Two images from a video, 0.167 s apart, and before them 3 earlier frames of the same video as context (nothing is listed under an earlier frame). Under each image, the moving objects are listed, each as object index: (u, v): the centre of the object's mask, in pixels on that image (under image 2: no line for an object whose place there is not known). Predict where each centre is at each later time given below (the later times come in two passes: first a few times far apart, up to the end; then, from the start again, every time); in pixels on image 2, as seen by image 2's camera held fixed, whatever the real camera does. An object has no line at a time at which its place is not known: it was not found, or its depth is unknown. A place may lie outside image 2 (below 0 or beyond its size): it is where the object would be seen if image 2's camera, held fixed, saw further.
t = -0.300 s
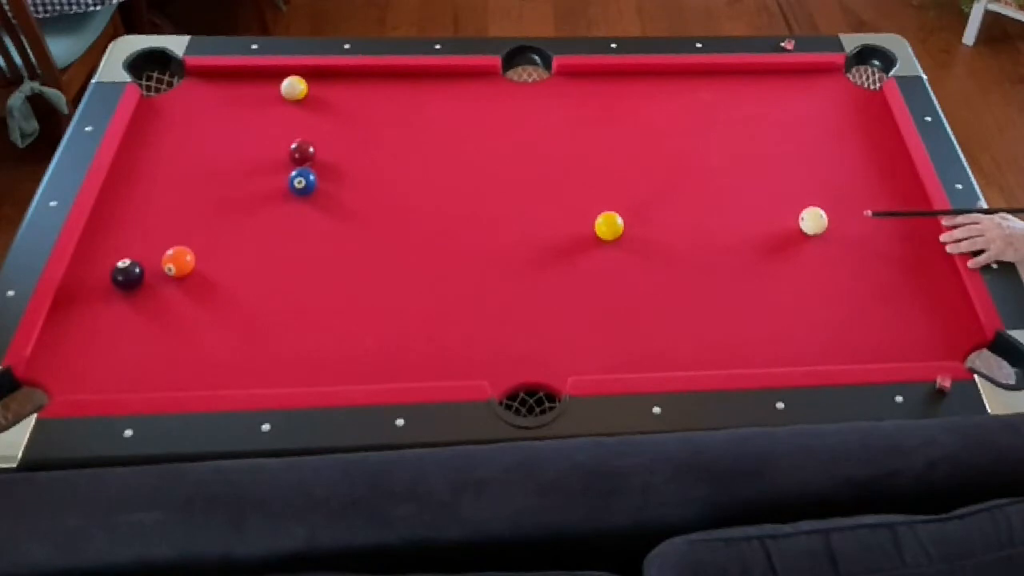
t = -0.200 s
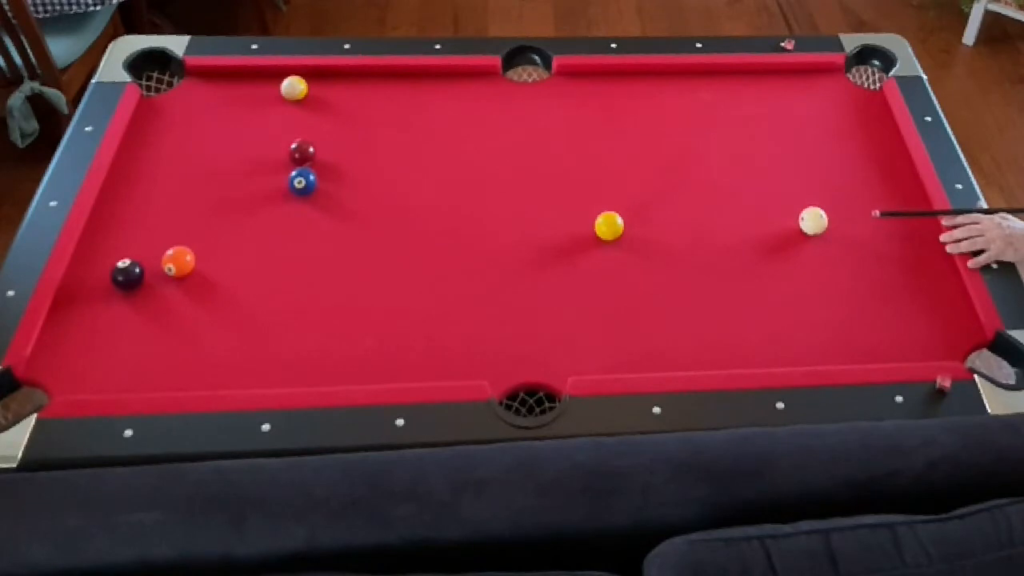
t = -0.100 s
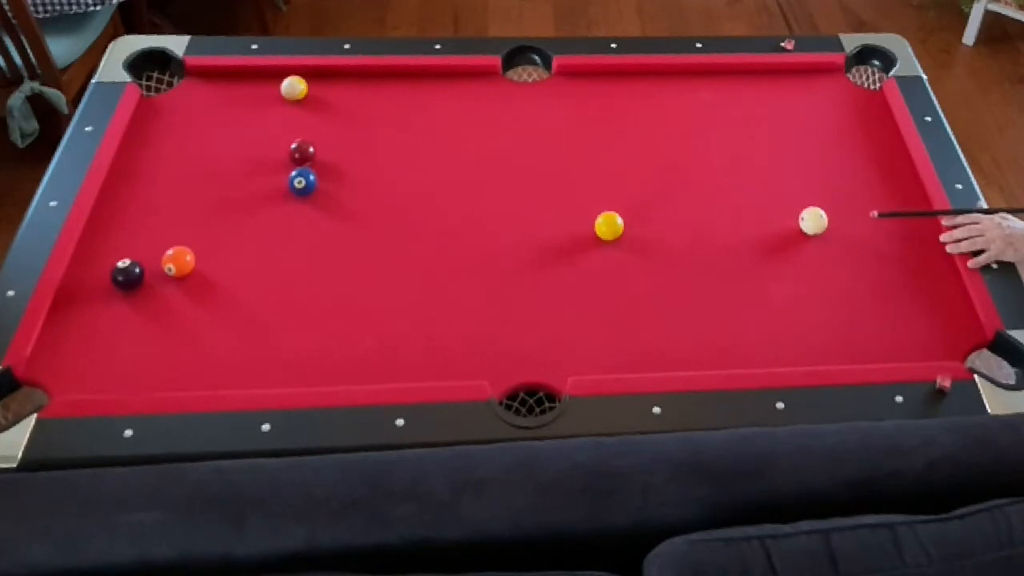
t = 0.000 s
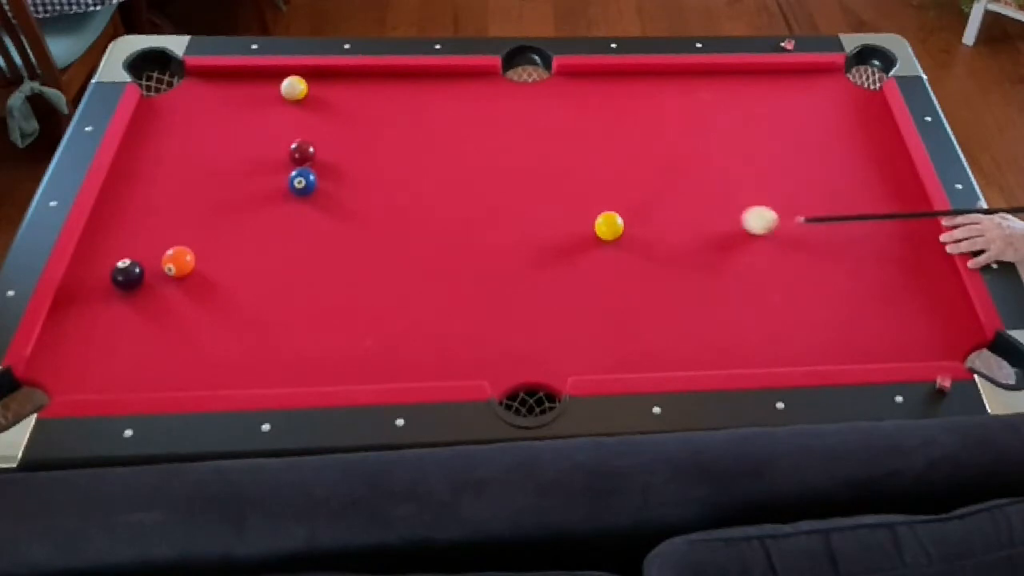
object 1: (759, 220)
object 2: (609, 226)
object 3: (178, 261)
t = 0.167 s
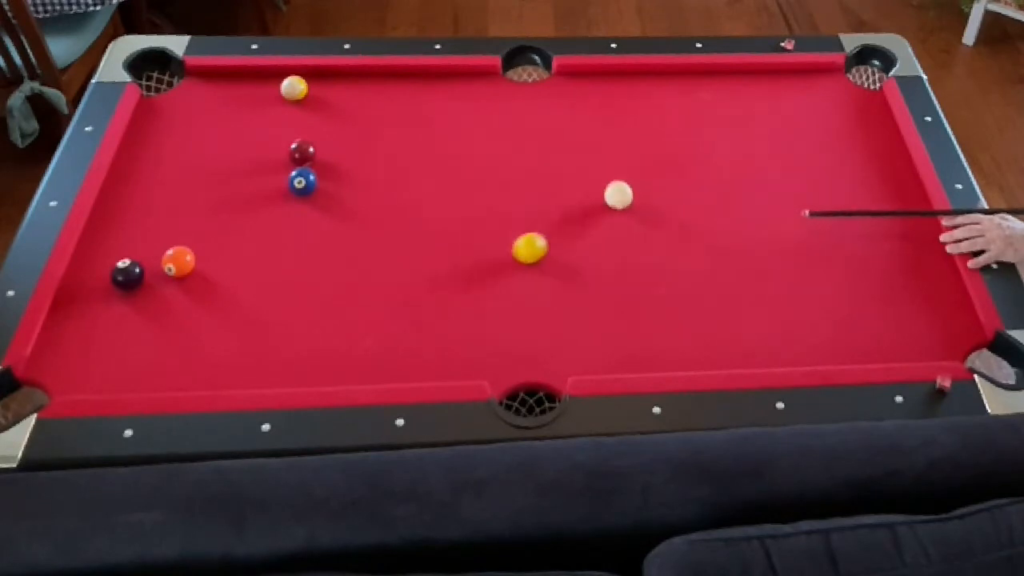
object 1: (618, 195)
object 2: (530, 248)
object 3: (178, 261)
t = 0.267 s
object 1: (586, 170)
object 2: (430, 275)
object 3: (178, 261)
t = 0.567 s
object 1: (482, 108)
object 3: (178, 261)
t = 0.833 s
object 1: (405, 85)
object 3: (178, 261)
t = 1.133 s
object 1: (327, 112)
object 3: (178, 261)
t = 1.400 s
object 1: (256, 136)
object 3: (178, 261)
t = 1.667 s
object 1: (187, 160)
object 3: (178, 261)
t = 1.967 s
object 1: (117, 186)
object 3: (178, 261)
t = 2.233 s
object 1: (140, 204)
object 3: (178, 261)
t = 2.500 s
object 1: (161, 221)
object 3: (178, 261)
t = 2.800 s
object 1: (180, 237)
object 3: (178, 262)
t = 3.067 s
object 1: (192, 240)
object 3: (178, 272)
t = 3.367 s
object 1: (198, 242)
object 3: (178, 279)
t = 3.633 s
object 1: (198, 242)
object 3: (177, 281)
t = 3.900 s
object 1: (198, 242)
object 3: (178, 281)
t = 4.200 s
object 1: (198, 242)
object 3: (177, 281)
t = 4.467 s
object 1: (198, 242)
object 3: (177, 281)
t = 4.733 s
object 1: (198, 242)
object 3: (178, 281)
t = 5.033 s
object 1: (198, 242)
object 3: (178, 281)
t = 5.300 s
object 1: (198, 242)
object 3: (178, 281)
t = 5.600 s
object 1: (198, 242)
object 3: (178, 281)
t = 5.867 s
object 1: (198, 242)
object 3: (178, 281)
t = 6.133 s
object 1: (198, 242)
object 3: (178, 281)
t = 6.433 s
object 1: (198, 242)
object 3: (178, 281)
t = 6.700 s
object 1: (198, 242)
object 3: (178, 281)
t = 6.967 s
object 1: (198, 242)
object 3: (178, 281)
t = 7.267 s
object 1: (198, 242)
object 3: (178, 281)
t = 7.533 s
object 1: (198, 242)
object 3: (178, 281)
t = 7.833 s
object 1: (198, 242)
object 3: (178, 281)
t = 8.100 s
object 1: (198, 242)
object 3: (178, 281)
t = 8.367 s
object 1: (198, 242)
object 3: (178, 281)
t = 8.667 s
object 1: (198, 242)
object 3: (178, 281)
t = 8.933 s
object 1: (198, 242)
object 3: (178, 281)
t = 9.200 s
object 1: (198, 242)
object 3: (178, 281)
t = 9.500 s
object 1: (198, 242)
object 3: (178, 281)
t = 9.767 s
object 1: (198, 242)
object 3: (178, 281)
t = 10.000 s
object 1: (198, 242)
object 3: (178, 281)
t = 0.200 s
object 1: (609, 186)
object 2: (495, 257)
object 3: (178, 261)
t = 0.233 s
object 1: (598, 178)
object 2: (463, 266)
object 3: (178, 261)
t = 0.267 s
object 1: (586, 170)
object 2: (430, 275)
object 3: (178, 261)
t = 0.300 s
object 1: (574, 163)
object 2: (399, 284)
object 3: (178, 261)
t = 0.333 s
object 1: (561, 156)
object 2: (369, 293)
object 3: (178, 261)
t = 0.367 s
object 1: (550, 149)
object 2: (340, 301)
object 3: (178, 261)
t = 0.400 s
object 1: (538, 142)
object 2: (310, 309)
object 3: (178, 261)
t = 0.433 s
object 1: (527, 135)
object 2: (280, 318)
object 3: (178, 261)
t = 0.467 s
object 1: (515, 128)
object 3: (178, 261)
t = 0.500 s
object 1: (504, 122)
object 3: (178, 261)
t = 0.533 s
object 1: (493, 115)
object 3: (178, 261)
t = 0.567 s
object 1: (482, 108)
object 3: (178, 261)
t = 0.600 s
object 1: (472, 102)
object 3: (178, 261)
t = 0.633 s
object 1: (461, 96)
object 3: (178, 261)
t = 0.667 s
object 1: (451, 90)
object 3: (178, 261)
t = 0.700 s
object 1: (441, 83)
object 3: (178, 261)
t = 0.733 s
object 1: (431, 77)
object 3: (178, 261)
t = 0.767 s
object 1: (422, 77)
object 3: (178, 261)
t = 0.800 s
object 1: (414, 81)
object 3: (178, 261)
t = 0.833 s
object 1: (405, 85)
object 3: (178, 261)
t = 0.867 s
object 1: (396, 88)
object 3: (178, 261)
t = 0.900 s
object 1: (388, 91)
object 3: (178, 261)
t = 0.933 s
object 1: (379, 94)
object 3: (178, 261)
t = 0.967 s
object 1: (370, 97)
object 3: (178, 261)
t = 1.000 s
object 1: (361, 100)
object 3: (178, 261)
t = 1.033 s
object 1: (353, 103)
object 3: (178, 261)
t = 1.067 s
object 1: (344, 106)
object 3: (178, 261)
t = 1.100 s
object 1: (335, 109)
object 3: (178, 261)
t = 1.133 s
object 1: (327, 112)
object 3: (178, 261)
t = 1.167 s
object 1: (318, 115)
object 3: (178, 261)
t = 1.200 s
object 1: (309, 118)
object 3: (178, 261)
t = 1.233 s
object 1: (300, 121)
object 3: (178, 261)
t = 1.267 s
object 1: (292, 124)
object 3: (178, 261)
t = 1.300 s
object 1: (283, 127)
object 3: (178, 261)
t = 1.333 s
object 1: (274, 130)
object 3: (178, 261)
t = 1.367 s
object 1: (265, 133)
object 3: (178, 261)
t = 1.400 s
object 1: (256, 136)
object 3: (178, 261)
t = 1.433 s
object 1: (248, 139)
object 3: (178, 261)
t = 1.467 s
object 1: (239, 142)
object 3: (178, 261)
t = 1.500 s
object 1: (230, 145)
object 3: (178, 261)
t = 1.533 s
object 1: (221, 148)
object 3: (178, 261)
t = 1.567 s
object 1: (213, 151)
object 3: (178, 261)
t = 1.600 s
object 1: (204, 154)
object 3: (178, 261)
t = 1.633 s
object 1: (196, 157)
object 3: (178, 261)
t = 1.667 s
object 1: (187, 160)
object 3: (178, 261)
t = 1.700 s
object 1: (178, 163)
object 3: (178, 261)
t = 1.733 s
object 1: (170, 166)
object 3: (178, 261)
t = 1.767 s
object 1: (161, 169)
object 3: (178, 261)
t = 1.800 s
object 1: (153, 172)
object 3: (178, 261)
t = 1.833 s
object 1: (144, 175)
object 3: (178, 261)
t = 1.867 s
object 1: (136, 178)
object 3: (178, 261)
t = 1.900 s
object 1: (127, 181)
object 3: (178, 261)
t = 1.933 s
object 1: (119, 184)
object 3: (178, 261)
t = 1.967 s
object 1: (117, 186)
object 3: (178, 261)
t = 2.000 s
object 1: (121, 189)
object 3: (178, 261)
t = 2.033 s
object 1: (124, 191)
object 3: (178, 261)
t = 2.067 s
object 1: (126, 193)
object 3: (178, 261)
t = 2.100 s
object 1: (130, 195)
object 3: (178, 261)
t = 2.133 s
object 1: (133, 197)
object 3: (178, 261)
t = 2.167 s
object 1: (135, 200)
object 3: (178, 261)
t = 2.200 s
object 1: (138, 202)
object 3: (178, 261)
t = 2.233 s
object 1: (140, 204)
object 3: (178, 261)
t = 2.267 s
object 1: (143, 206)
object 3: (178, 261)
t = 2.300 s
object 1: (146, 209)
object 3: (178, 261)
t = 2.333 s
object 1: (149, 211)
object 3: (178, 261)
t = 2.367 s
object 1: (151, 213)
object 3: (178, 261)
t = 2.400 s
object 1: (154, 215)
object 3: (178, 261)
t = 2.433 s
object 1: (156, 217)
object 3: (178, 261)
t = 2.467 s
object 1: (158, 219)
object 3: (178, 261)
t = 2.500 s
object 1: (161, 221)
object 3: (178, 261)
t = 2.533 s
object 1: (163, 223)
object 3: (178, 261)
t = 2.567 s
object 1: (165, 226)
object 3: (178, 261)
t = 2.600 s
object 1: (168, 227)
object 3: (178, 261)
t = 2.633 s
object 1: (170, 229)
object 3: (178, 261)
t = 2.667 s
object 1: (172, 231)
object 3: (178, 261)
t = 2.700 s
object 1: (174, 232)
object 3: (178, 261)
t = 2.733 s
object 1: (177, 234)
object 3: (178, 261)
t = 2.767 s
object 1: (178, 236)
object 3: (178, 262)
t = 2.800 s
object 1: (180, 237)
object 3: (178, 262)
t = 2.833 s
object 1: (182, 237)
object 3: (178, 263)
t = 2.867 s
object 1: (184, 238)
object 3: (178, 264)
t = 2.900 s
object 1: (185, 238)
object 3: (178, 266)
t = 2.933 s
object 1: (187, 238)
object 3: (178, 267)
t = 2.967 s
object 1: (189, 239)
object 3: (178, 268)
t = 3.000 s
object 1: (190, 239)
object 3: (178, 269)
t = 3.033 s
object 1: (191, 240)
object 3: (178, 271)
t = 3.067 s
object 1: (192, 240)
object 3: (178, 272)
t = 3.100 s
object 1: (193, 241)
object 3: (178, 273)
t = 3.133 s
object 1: (194, 241)
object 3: (178, 274)
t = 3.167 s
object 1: (195, 241)
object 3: (178, 275)
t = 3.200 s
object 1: (196, 241)
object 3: (178, 275)
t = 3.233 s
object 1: (196, 241)
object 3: (178, 276)
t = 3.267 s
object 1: (197, 241)
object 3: (178, 277)
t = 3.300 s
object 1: (197, 241)
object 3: (178, 277)
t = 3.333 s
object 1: (198, 242)
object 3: (178, 278)
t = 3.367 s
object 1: (198, 242)
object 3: (178, 279)
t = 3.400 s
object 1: (198, 242)
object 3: (178, 279)
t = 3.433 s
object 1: (198, 242)
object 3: (178, 279)
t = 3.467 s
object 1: (198, 242)
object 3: (178, 280)
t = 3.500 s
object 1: (198, 242)
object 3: (178, 280)
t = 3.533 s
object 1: (198, 242)
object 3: (178, 281)
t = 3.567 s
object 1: (198, 242)
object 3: (177, 281)
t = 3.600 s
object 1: (198, 242)
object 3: (177, 281)
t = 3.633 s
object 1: (198, 242)
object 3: (177, 281)
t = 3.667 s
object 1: (198, 242)
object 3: (177, 281)
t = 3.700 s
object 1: (198, 242)
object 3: (177, 281)
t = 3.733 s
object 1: (198, 242)
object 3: (178, 281)
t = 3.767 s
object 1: (198, 242)
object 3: (178, 281)
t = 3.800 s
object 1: (198, 242)
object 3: (178, 281)
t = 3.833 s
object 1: (198, 242)
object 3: (178, 281)
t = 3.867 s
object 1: (198, 242)
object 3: (178, 281)
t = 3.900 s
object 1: (198, 242)
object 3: (178, 281)
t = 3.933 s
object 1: (198, 242)
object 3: (177, 281)
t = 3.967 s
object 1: (198, 242)
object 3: (177, 281)
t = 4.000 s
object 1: (198, 242)
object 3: (177, 281)
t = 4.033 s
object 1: (198, 242)
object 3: (177, 281)
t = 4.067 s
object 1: (198, 242)
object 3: (177, 281)
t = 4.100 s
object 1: (198, 242)
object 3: (177, 281)
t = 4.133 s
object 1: (198, 242)
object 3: (177, 281)
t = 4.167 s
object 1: (198, 242)
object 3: (177, 281)
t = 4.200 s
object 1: (198, 242)
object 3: (177, 281)
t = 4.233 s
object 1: (198, 242)
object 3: (177, 281)
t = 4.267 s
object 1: (198, 242)
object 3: (177, 281)
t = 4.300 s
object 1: (198, 242)
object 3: (177, 281)
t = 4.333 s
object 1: (198, 242)
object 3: (177, 281)
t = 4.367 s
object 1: (198, 242)
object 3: (177, 281)
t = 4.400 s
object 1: (198, 242)
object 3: (177, 281)
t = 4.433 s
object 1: (198, 242)
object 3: (177, 281)
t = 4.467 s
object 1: (198, 242)
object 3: (177, 281)
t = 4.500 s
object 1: (198, 242)
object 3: (178, 281)
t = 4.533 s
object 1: (198, 242)
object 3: (177, 281)
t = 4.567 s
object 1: (198, 242)
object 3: (177, 281)
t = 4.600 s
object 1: (198, 242)
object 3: (177, 281)
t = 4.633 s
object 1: (198, 242)
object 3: (178, 281)
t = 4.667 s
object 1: (198, 242)
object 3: (178, 281)
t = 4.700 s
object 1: (198, 242)
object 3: (178, 281)
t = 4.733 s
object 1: (198, 242)
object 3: (178, 281)
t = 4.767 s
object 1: (198, 242)
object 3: (178, 281)
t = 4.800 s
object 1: (198, 242)
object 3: (178, 281)
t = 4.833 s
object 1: (198, 242)
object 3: (178, 281)
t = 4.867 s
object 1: (198, 242)
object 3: (178, 281)
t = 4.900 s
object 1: (198, 242)
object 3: (178, 281)
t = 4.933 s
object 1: (198, 242)
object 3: (178, 281)
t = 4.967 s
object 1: (198, 242)
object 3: (178, 281)
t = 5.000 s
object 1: (198, 242)
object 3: (178, 281)
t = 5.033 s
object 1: (198, 242)
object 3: (178, 281)
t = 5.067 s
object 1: (198, 242)
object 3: (178, 281)
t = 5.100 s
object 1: (198, 242)
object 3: (178, 281)
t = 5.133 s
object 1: (198, 242)
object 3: (178, 281)
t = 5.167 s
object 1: (198, 242)
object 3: (178, 281)
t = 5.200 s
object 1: (198, 242)
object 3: (178, 281)
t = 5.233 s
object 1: (198, 242)
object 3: (178, 281)
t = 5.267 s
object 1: (198, 242)
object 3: (178, 281)
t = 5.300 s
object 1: (198, 242)
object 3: (178, 281)
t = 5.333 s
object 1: (198, 242)
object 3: (178, 281)
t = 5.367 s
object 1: (198, 242)
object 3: (178, 281)
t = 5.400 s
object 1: (198, 242)
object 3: (178, 281)
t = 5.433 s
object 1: (198, 242)
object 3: (178, 281)
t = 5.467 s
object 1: (198, 242)
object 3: (178, 281)
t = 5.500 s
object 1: (198, 242)
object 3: (178, 281)
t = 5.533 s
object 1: (198, 242)
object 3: (178, 281)
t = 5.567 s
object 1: (198, 242)
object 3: (178, 281)
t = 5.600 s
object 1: (198, 242)
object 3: (178, 281)
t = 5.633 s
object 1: (198, 242)
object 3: (178, 281)
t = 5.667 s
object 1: (198, 242)
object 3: (178, 281)
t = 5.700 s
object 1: (198, 242)
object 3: (178, 281)
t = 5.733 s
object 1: (198, 242)
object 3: (178, 281)
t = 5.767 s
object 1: (198, 242)
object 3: (178, 281)
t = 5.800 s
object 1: (198, 242)
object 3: (178, 281)
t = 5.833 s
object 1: (198, 242)
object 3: (178, 281)
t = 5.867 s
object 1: (198, 242)
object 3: (178, 281)
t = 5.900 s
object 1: (198, 242)
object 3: (178, 281)
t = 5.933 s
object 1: (198, 242)
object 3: (178, 281)
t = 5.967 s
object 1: (198, 242)
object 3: (178, 281)
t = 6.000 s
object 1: (198, 242)
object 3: (178, 281)
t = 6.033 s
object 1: (198, 242)
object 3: (178, 281)
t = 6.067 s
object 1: (198, 242)
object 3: (178, 281)
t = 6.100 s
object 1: (198, 242)
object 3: (178, 281)
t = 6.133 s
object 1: (198, 242)
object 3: (178, 281)
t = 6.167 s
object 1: (198, 242)
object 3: (178, 281)
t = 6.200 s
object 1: (198, 242)
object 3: (178, 281)
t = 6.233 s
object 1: (198, 242)
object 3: (178, 281)
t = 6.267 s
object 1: (198, 242)
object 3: (178, 281)
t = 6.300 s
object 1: (198, 242)
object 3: (178, 281)
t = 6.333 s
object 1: (198, 242)
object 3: (178, 281)
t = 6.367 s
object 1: (198, 242)
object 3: (178, 281)
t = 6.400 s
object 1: (198, 242)
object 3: (178, 281)
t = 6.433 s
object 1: (198, 242)
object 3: (178, 281)
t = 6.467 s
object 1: (198, 242)
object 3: (178, 281)
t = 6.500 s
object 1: (198, 242)
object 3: (178, 281)
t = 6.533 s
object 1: (198, 242)
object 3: (178, 281)
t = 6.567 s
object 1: (198, 242)
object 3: (178, 281)
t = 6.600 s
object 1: (198, 242)
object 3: (178, 281)
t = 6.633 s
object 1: (198, 242)
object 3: (178, 281)
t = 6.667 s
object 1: (198, 242)
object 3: (178, 281)
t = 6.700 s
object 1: (198, 242)
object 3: (178, 281)
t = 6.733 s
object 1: (198, 242)
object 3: (178, 281)
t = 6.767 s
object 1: (198, 242)
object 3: (178, 281)
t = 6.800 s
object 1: (198, 242)
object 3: (178, 281)
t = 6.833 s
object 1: (198, 242)
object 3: (178, 281)
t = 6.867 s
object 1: (198, 242)
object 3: (178, 281)
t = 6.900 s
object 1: (198, 242)
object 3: (178, 281)
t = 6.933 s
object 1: (198, 242)
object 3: (178, 281)
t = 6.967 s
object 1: (198, 242)
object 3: (178, 281)
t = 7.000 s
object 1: (198, 242)
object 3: (178, 281)
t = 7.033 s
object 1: (198, 242)
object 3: (178, 281)
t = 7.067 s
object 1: (198, 242)
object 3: (178, 281)
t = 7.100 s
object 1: (198, 242)
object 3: (178, 281)
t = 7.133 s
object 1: (198, 242)
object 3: (178, 281)
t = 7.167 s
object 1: (198, 242)
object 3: (178, 281)
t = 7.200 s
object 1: (198, 242)
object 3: (178, 281)
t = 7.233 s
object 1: (198, 242)
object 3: (178, 281)
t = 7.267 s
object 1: (198, 242)
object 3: (178, 281)
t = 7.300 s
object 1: (198, 242)
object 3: (178, 281)
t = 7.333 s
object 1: (198, 242)
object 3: (178, 281)
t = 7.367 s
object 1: (198, 242)
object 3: (178, 281)
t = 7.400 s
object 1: (198, 242)
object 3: (178, 281)
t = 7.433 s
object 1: (198, 242)
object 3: (178, 281)
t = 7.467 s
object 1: (198, 242)
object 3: (178, 281)
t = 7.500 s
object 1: (198, 242)
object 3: (178, 281)
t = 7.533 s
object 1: (198, 242)
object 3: (178, 281)
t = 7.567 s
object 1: (198, 242)
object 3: (178, 281)
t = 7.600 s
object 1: (198, 242)
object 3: (178, 281)
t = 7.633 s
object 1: (198, 242)
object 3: (178, 281)
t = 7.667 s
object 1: (198, 242)
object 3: (178, 281)
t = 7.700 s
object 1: (198, 242)
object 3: (178, 281)
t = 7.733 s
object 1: (198, 242)
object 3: (178, 281)
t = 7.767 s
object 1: (198, 242)
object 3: (178, 281)
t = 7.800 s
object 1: (198, 242)
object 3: (178, 281)
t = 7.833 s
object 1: (198, 242)
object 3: (178, 281)
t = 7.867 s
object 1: (198, 242)
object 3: (178, 281)
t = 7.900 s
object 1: (198, 242)
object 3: (178, 281)
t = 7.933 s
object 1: (198, 242)
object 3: (178, 281)
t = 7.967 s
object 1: (198, 242)
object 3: (178, 281)
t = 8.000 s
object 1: (199, 242)
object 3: (178, 281)
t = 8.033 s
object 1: (198, 242)
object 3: (178, 281)
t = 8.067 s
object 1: (198, 242)
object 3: (178, 281)
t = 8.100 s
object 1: (198, 242)
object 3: (178, 281)
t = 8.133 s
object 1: (198, 242)
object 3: (178, 281)
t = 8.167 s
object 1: (198, 242)
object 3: (178, 281)
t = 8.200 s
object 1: (198, 242)
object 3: (178, 281)
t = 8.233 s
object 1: (198, 242)
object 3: (178, 281)
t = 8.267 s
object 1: (198, 242)
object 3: (178, 281)
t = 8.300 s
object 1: (198, 242)
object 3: (178, 281)
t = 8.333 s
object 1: (198, 242)
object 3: (178, 281)
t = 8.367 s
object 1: (198, 242)
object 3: (178, 281)
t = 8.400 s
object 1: (198, 242)
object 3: (178, 281)
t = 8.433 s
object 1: (198, 242)
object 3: (178, 281)
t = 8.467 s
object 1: (198, 242)
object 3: (178, 281)
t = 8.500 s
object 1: (198, 242)
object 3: (178, 281)
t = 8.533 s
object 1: (198, 242)
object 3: (178, 281)
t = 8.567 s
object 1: (198, 242)
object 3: (178, 281)
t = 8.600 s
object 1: (198, 242)
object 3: (178, 281)
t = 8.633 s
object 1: (198, 242)
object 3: (178, 281)
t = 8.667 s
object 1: (198, 242)
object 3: (178, 281)
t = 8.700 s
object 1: (198, 242)
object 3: (178, 281)
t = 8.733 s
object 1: (198, 242)
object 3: (178, 281)
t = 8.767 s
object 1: (198, 242)
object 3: (178, 281)
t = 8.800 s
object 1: (198, 242)
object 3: (178, 281)
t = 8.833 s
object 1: (198, 242)
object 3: (178, 281)
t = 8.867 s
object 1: (198, 242)
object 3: (178, 281)
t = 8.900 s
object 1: (198, 242)
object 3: (178, 281)
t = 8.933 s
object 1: (198, 242)
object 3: (178, 281)
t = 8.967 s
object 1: (198, 242)
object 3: (178, 281)
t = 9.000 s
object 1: (198, 242)
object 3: (178, 281)
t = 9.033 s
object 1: (198, 242)
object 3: (178, 281)
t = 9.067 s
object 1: (198, 242)
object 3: (178, 281)
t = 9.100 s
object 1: (198, 242)
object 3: (178, 281)
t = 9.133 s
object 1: (198, 242)
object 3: (178, 281)
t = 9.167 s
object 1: (198, 242)
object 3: (178, 281)
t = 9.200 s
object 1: (198, 242)
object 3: (178, 281)
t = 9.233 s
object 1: (198, 242)
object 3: (178, 281)
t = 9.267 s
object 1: (198, 242)
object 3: (178, 281)
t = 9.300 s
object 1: (198, 242)
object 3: (178, 281)
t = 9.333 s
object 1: (198, 242)
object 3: (178, 281)
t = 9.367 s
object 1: (198, 242)
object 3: (178, 281)
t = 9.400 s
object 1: (198, 242)
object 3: (178, 281)
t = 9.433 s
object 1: (198, 242)
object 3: (178, 281)
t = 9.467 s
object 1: (198, 242)
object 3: (178, 281)
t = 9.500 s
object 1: (198, 242)
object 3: (178, 281)
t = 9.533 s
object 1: (198, 242)
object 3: (178, 281)
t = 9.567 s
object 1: (198, 242)
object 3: (178, 281)
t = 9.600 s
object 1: (198, 242)
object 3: (178, 281)
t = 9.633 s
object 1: (198, 242)
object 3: (178, 281)
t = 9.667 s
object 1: (198, 242)
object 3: (178, 281)
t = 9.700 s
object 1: (198, 242)
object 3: (178, 281)
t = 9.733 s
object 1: (198, 242)
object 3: (178, 281)
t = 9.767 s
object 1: (198, 242)
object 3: (178, 281)
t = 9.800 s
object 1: (198, 242)
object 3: (178, 281)
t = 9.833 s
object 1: (198, 242)
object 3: (178, 281)
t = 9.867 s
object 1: (198, 242)
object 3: (178, 281)
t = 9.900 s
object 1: (198, 242)
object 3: (178, 281)
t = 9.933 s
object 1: (198, 242)
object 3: (178, 281)
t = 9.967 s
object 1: (198, 242)
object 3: (178, 281)
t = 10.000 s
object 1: (198, 242)
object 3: (178, 281)
